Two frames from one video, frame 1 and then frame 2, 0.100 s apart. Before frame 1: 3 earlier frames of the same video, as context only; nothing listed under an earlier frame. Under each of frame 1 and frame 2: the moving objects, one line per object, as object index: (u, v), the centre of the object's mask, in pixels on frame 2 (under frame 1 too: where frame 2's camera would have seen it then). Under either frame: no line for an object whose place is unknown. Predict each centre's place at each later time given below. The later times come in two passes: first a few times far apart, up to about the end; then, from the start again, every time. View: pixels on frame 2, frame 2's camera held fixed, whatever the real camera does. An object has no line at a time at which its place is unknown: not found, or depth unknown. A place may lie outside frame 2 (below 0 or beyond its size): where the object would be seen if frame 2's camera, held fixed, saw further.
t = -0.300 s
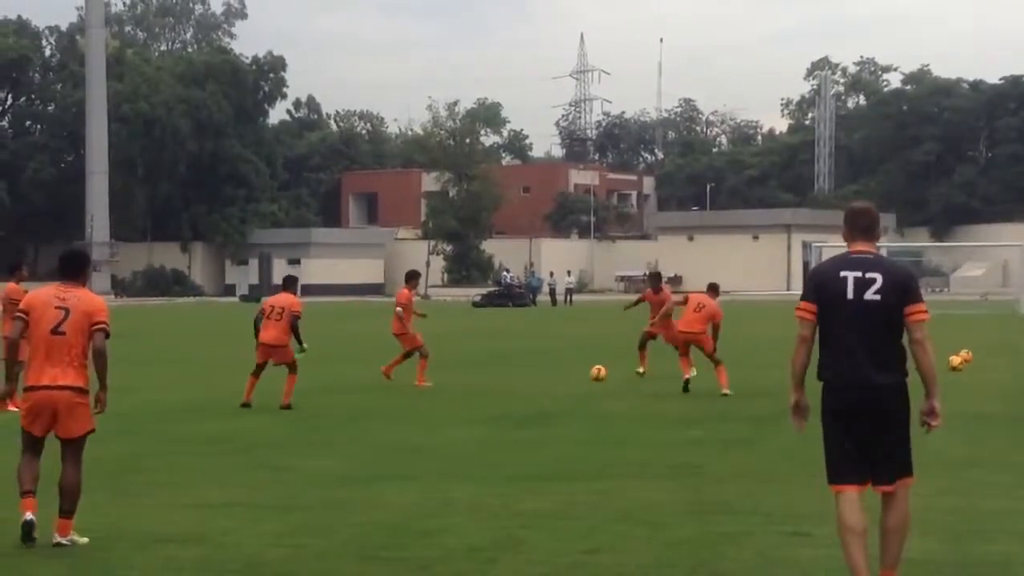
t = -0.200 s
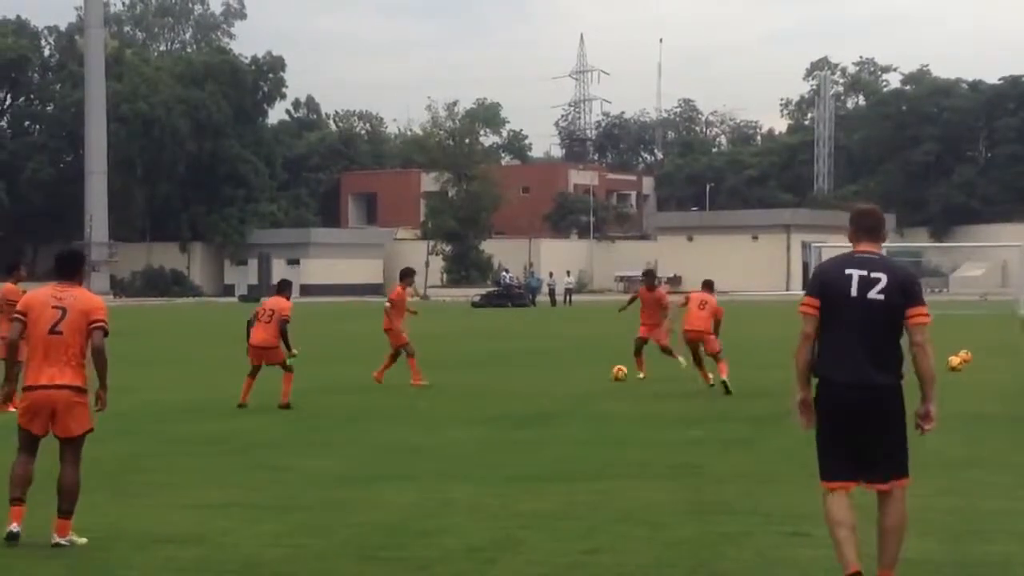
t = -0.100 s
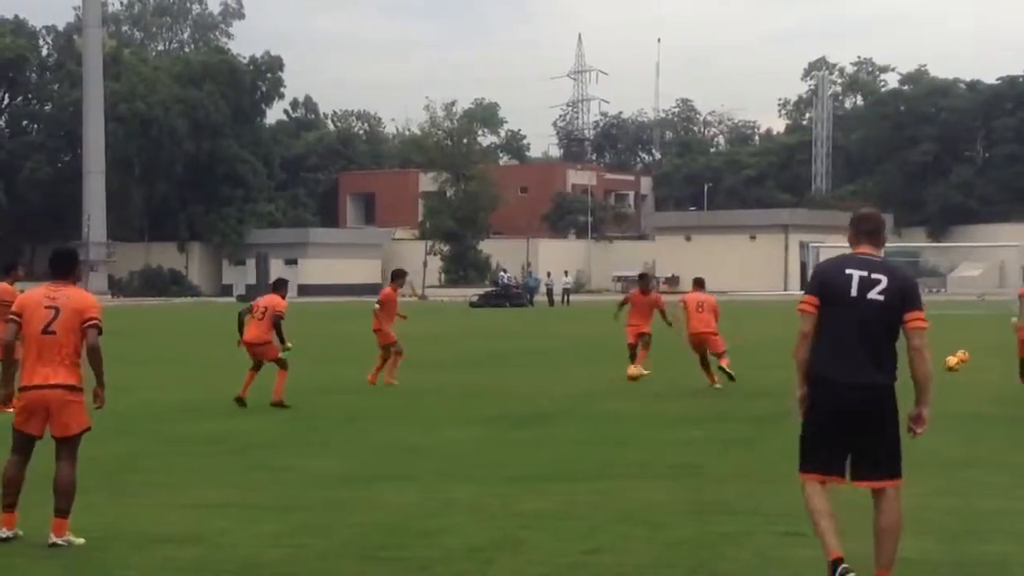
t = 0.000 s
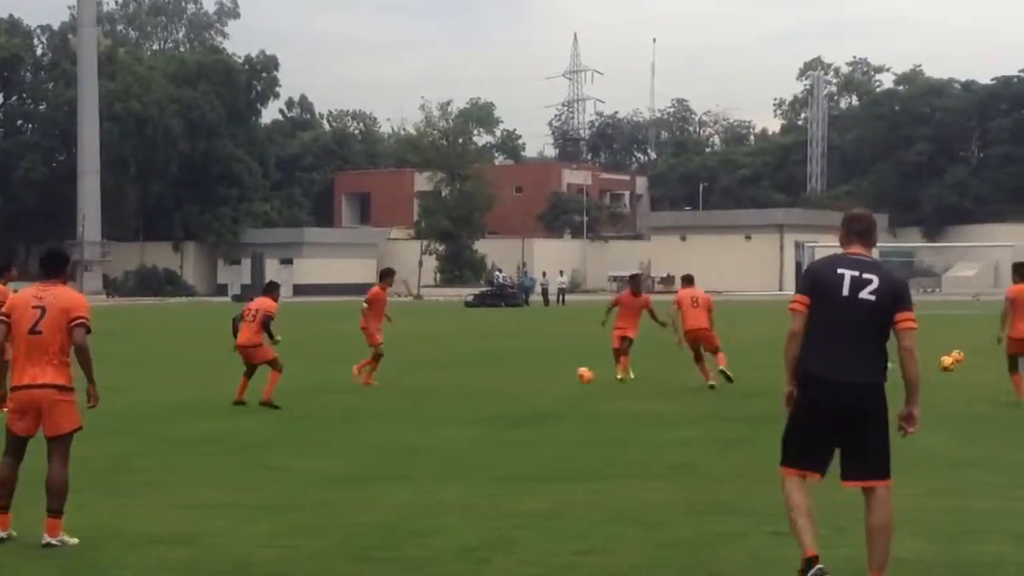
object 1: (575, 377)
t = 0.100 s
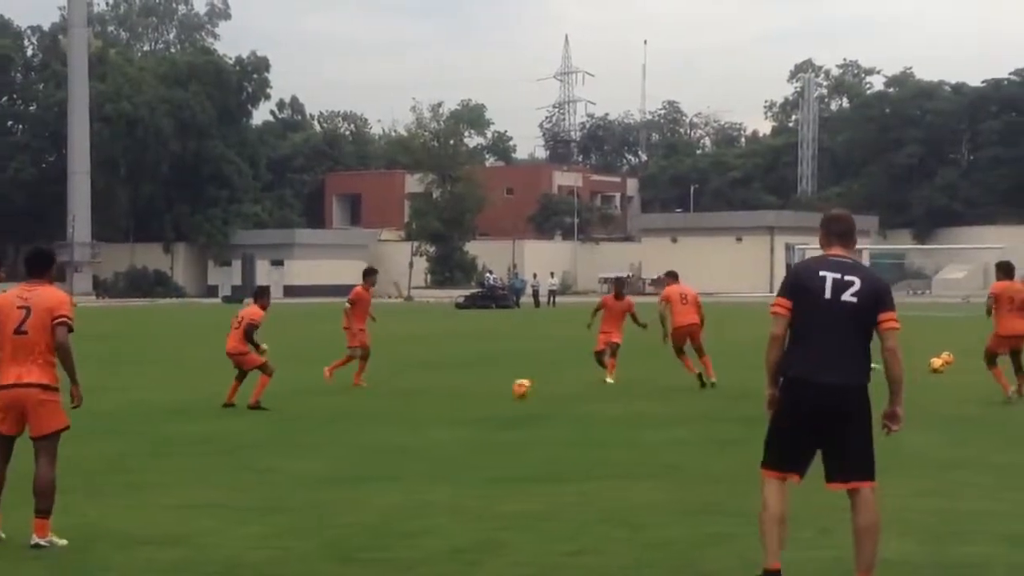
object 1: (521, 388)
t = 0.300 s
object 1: (409, 407)
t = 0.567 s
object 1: (229, 440)
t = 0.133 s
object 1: (503, 394)
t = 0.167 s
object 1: (486, 398)
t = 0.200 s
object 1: (467, 398)
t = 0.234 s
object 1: (449, 400)
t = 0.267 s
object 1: (428, 403)
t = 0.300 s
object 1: (409, 407)
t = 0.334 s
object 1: (388, 412)
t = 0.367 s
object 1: (367, 416)
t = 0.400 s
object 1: (346, 420)
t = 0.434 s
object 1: (325, 422)
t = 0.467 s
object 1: (301, 425)
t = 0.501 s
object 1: (278, 430)
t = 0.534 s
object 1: (254, 437)
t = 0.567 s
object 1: (229, 440)
